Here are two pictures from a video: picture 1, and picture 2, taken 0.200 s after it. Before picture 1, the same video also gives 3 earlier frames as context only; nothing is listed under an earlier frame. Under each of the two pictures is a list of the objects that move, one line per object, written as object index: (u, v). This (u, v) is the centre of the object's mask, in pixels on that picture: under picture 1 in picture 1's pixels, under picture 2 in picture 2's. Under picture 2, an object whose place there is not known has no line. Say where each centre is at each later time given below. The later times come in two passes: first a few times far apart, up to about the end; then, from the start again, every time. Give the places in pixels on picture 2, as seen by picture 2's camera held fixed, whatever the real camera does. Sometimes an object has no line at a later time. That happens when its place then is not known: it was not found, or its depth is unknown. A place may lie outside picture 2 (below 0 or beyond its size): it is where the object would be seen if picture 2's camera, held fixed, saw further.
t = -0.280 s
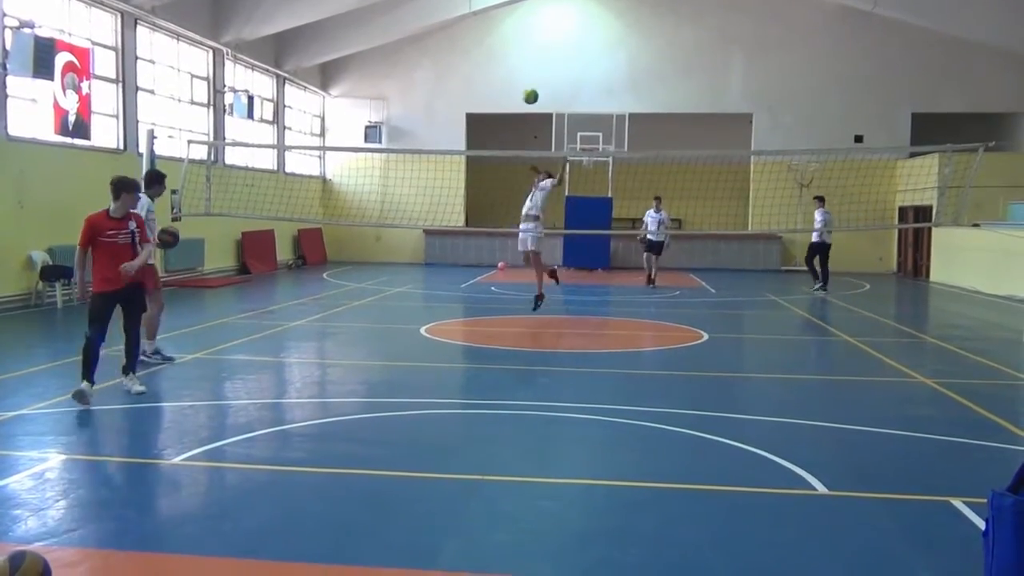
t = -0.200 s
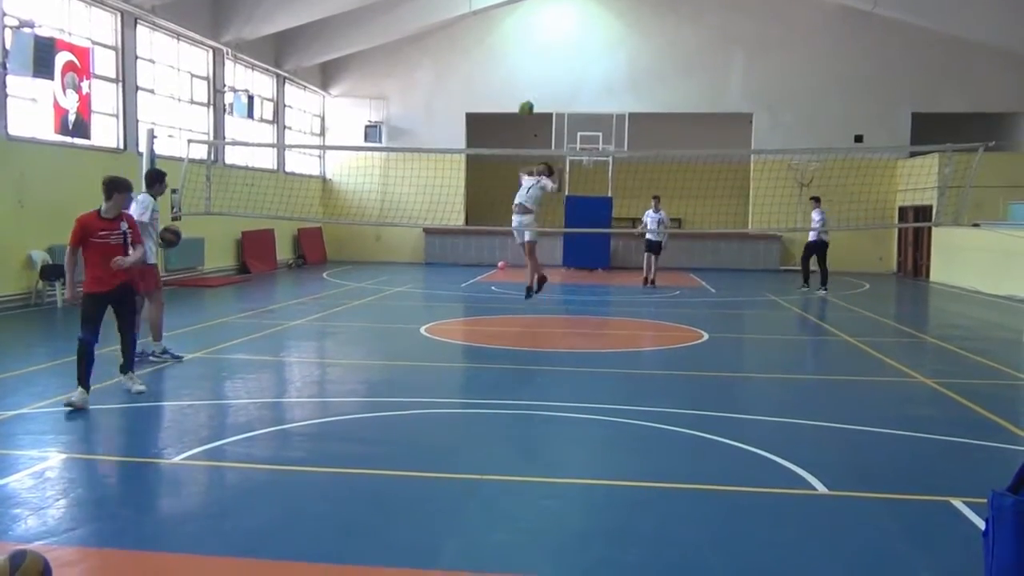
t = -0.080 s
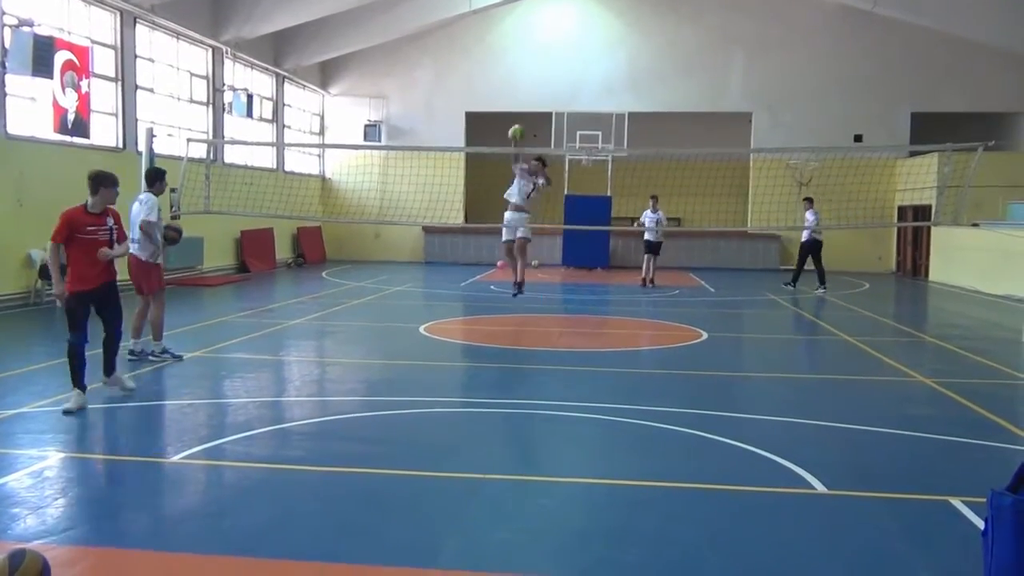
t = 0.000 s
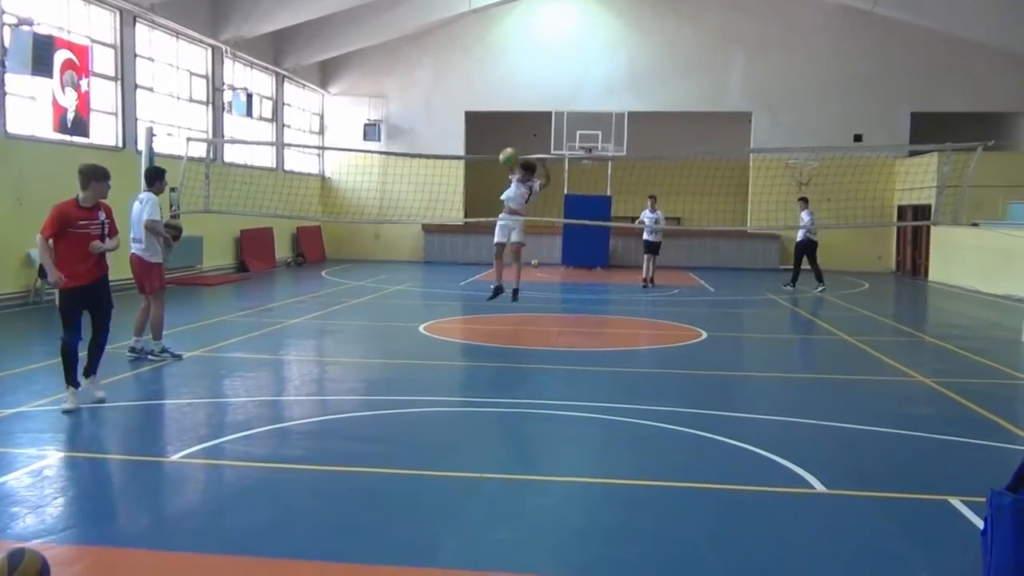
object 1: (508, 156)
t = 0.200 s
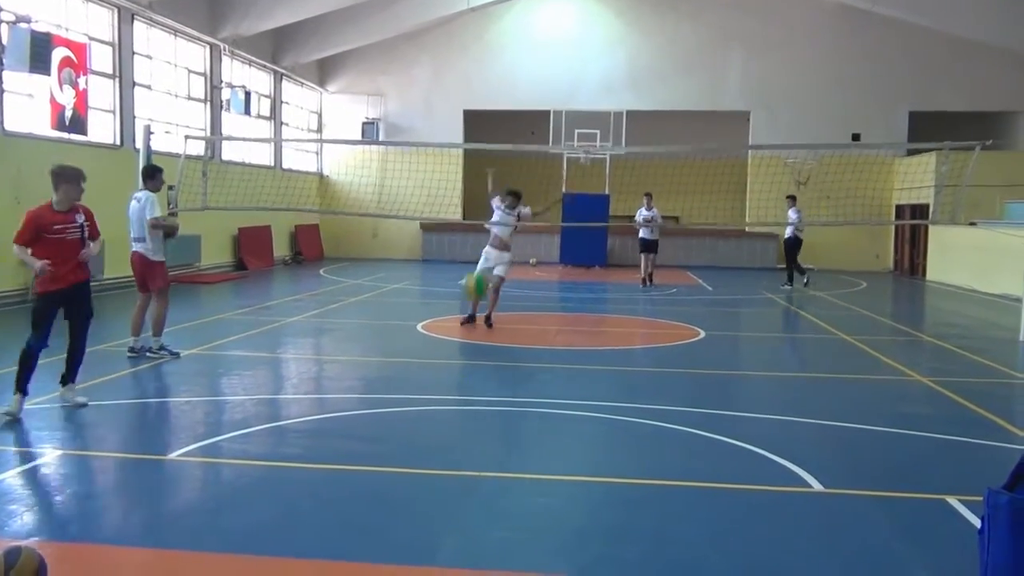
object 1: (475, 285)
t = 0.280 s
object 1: (456, 395)
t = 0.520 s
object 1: (375, 289)
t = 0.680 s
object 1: (234, 152)
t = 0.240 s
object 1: (466, 332)
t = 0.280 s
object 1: (456, 395)
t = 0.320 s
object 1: (445, 434)
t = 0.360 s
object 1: (436, 406)
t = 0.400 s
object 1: (424, 377)
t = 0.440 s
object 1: (411, 349)
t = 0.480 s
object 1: (394, 320)
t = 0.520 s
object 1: (375, 289)
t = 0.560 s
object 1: (351, 257)
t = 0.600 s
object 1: (322, 225)
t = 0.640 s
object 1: (285, 191)
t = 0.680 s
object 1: (234, 152)
